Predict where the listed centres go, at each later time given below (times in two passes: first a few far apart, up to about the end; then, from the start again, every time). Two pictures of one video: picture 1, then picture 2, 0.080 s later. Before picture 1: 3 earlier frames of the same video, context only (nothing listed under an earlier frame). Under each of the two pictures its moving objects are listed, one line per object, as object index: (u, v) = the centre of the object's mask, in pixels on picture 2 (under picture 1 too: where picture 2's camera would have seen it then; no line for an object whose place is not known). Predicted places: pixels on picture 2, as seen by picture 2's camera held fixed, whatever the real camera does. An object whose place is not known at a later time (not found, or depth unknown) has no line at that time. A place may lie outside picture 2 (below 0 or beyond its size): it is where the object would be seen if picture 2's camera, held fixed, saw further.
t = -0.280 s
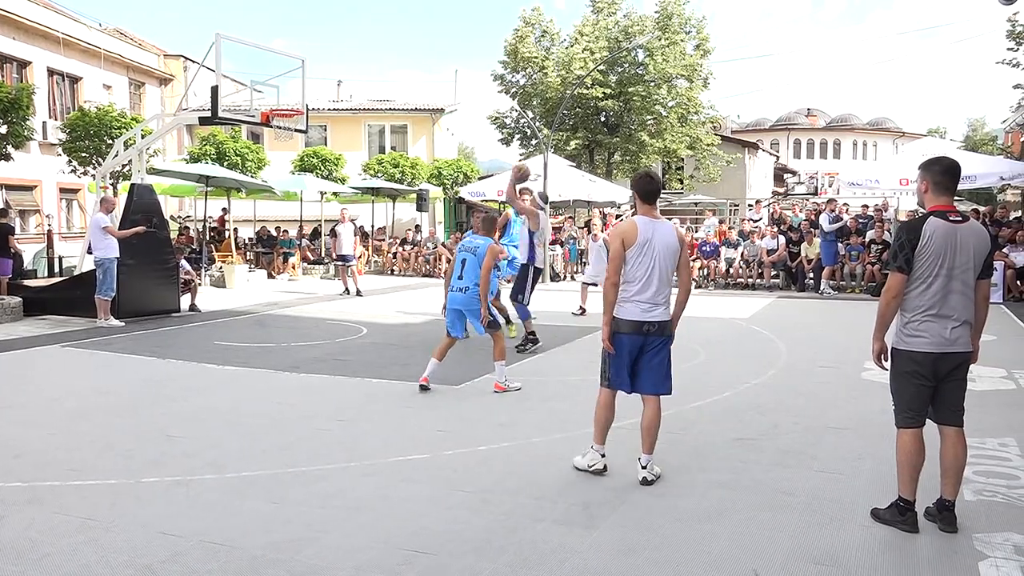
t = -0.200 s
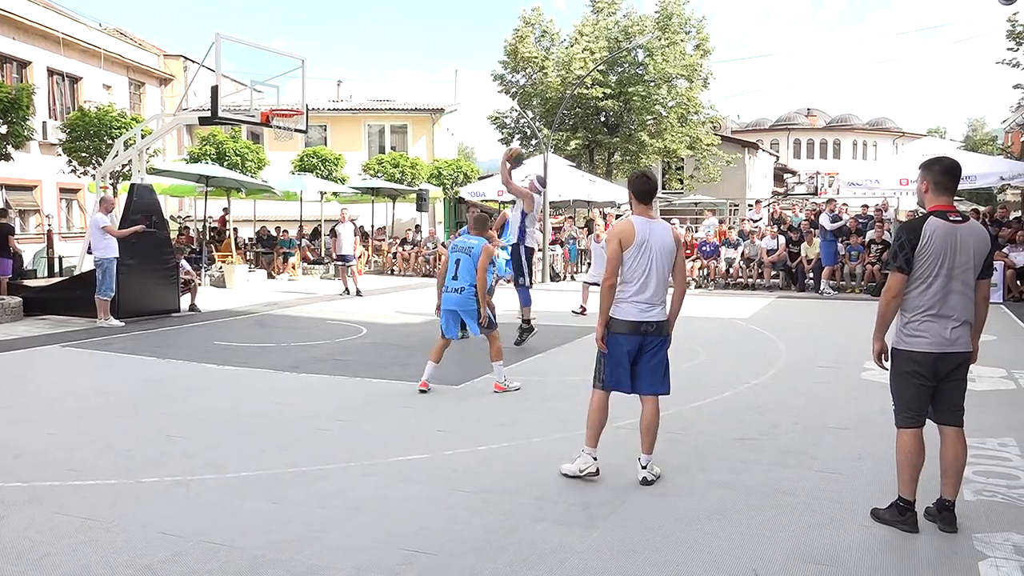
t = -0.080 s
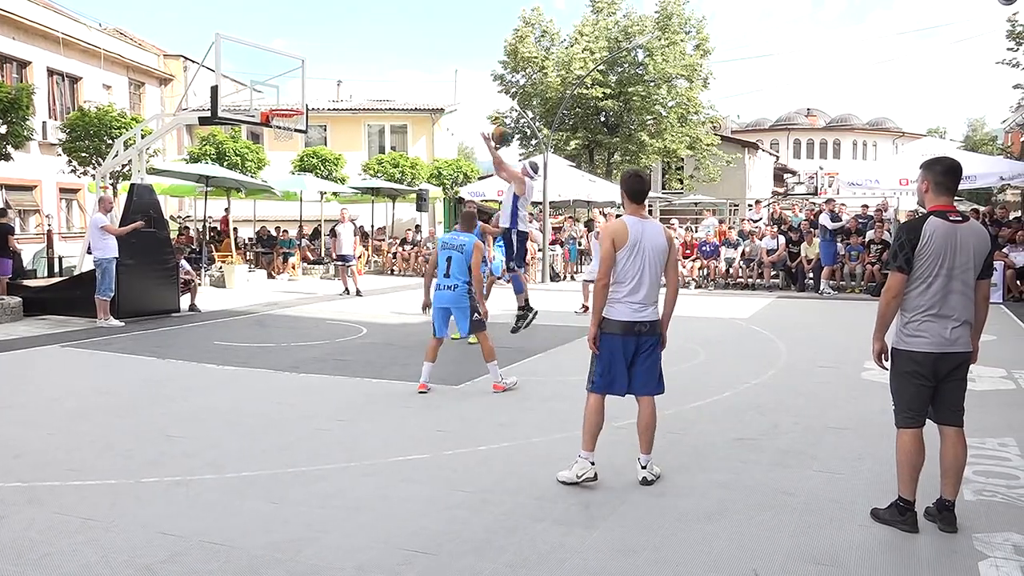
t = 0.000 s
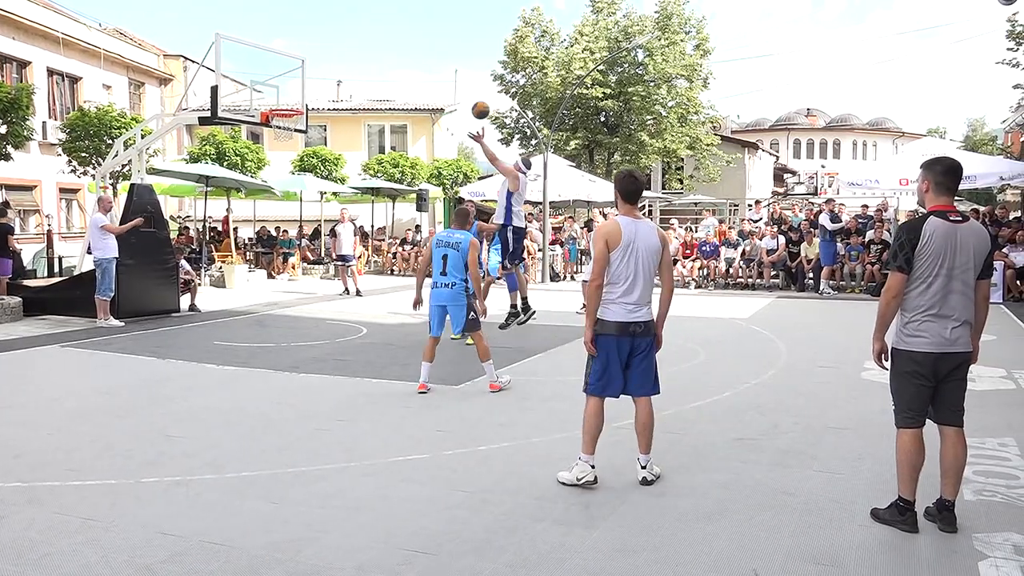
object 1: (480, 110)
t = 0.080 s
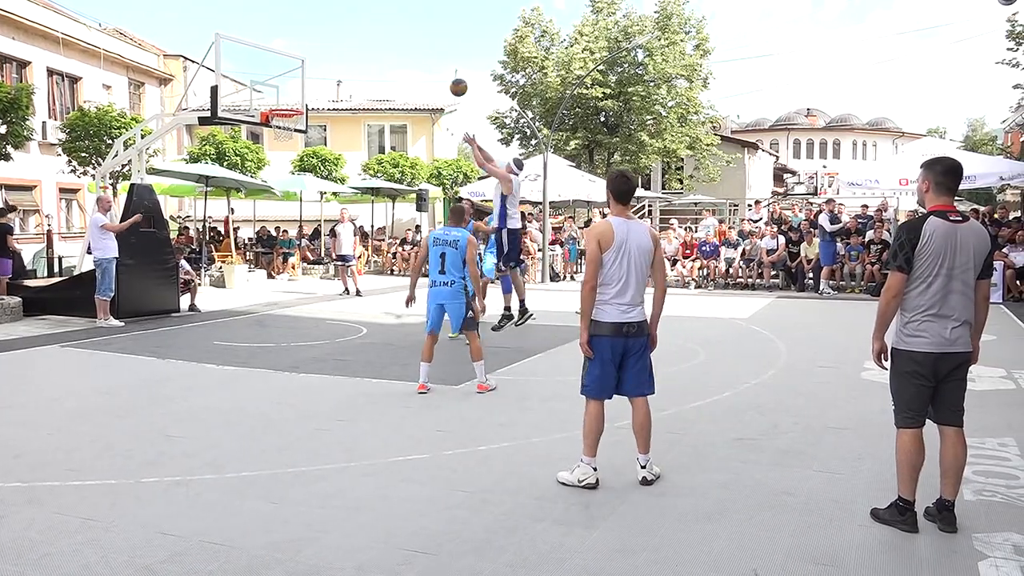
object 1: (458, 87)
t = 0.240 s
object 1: (417, 58)
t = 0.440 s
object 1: (367, 50)
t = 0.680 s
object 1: (312, 80)
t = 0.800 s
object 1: (289, 99)
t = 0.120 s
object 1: (448, 78)
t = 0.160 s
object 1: (437, 70)
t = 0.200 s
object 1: (427, 63)
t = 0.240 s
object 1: (417, 58)
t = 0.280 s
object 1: (406, 54)
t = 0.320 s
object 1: (396, 51)
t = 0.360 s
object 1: (386, 50)
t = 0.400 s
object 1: (376, 49)
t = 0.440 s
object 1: (367, 50)
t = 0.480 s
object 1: (357, 52)
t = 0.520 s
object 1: (348, 56)
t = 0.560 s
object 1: (339, 60)
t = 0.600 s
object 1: (330, 66)
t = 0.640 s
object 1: (321, 72)
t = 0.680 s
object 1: (312, 80)
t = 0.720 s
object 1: (303, 89)
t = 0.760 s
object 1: (294, 99)
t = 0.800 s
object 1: (289, 99)
